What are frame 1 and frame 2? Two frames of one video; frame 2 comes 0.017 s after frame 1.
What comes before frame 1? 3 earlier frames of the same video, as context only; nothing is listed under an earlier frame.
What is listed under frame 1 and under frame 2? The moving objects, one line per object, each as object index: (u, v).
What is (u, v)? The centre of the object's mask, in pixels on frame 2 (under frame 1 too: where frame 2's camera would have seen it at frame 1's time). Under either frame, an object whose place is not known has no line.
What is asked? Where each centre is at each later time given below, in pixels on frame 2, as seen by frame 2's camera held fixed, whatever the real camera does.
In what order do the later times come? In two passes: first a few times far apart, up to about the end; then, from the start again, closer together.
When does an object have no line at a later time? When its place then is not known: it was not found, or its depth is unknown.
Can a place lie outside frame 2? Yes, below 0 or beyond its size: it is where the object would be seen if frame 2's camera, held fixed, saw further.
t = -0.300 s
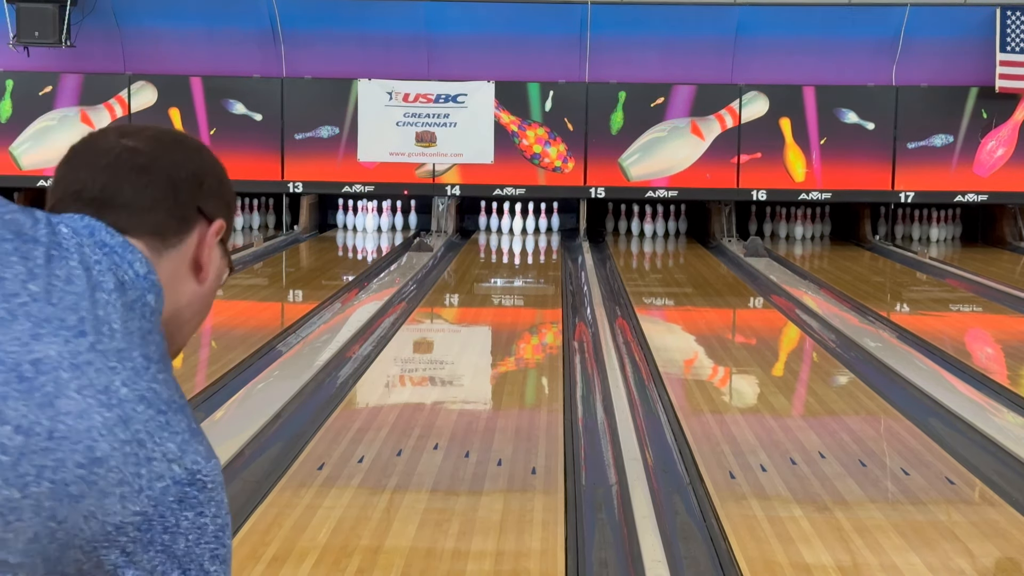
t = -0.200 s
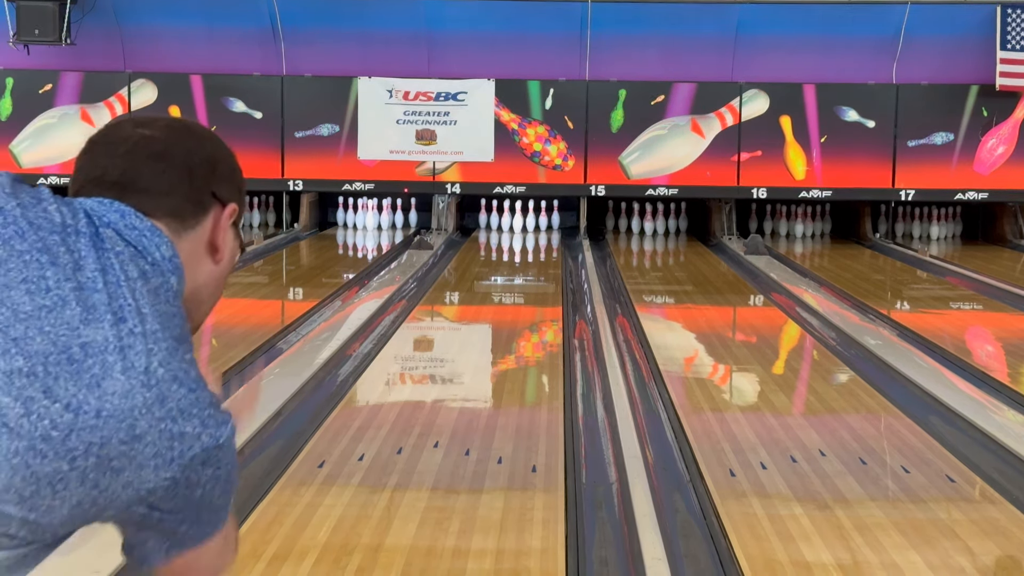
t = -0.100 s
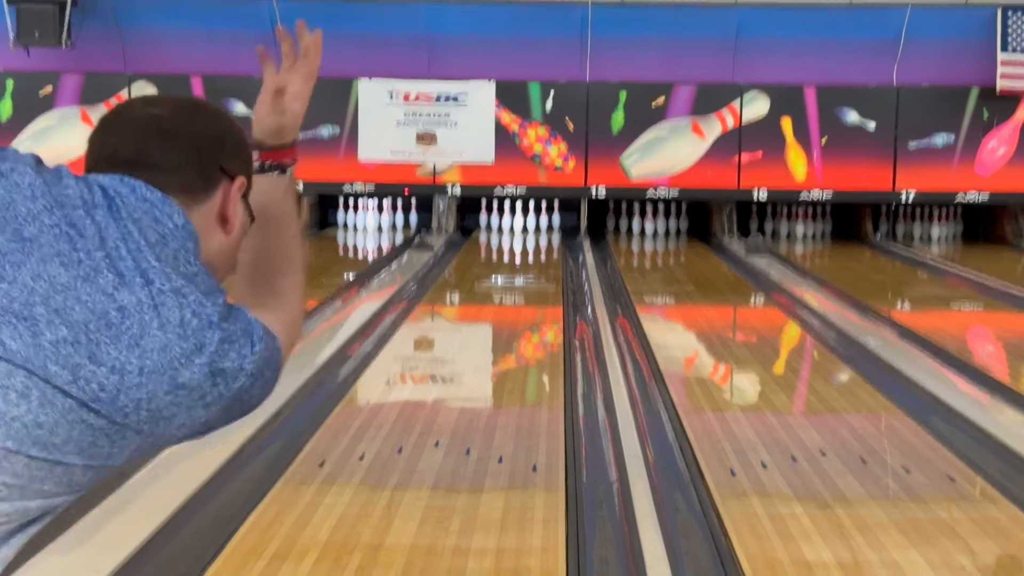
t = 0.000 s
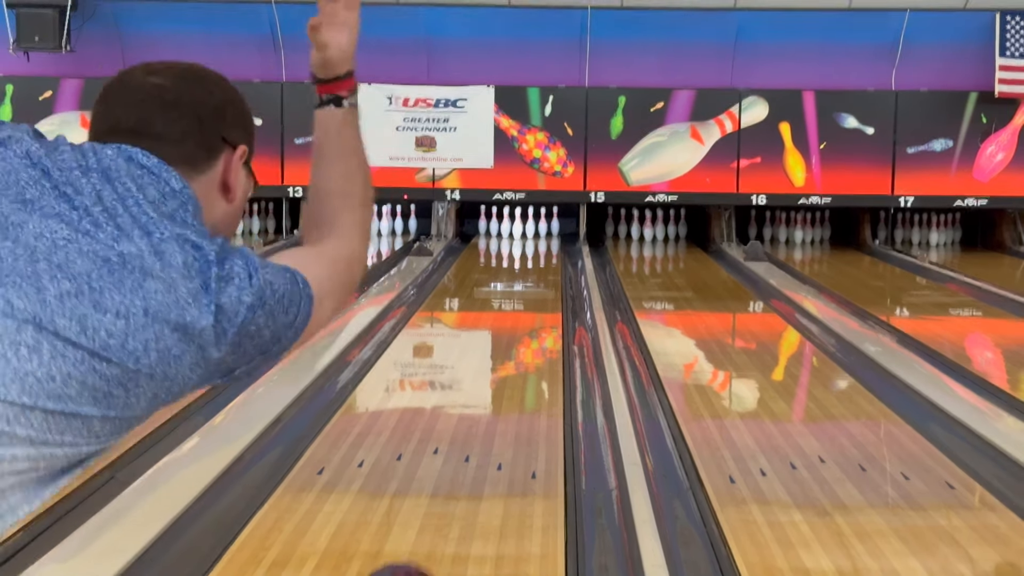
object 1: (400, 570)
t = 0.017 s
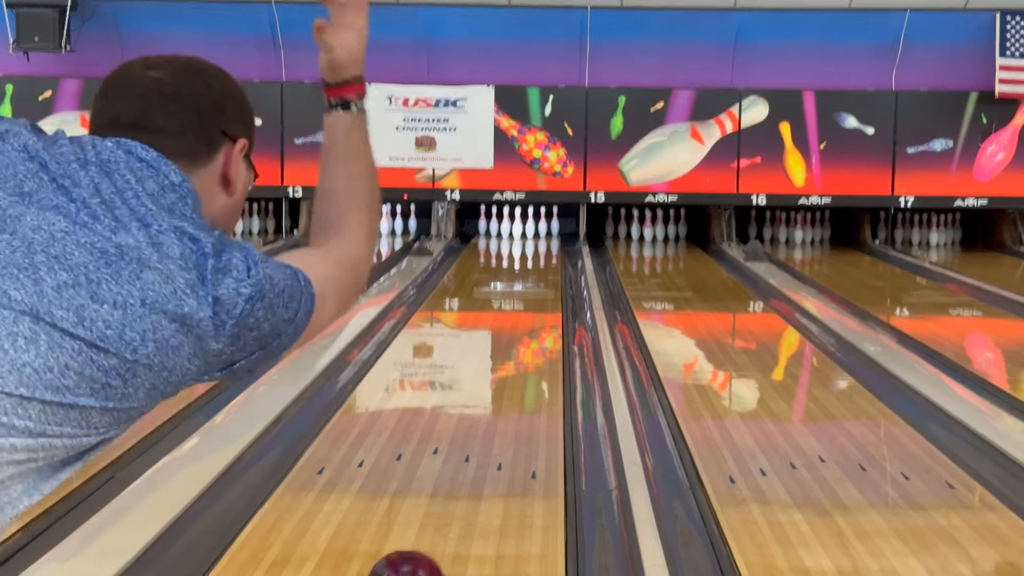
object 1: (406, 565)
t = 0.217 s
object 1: (463, 473)
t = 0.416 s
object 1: (496, 403)
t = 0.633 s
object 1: (518, 354)
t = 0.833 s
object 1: (531, 323)
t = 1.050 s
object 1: (539, 298)
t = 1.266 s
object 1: (545, 279)
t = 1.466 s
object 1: (546, 264)
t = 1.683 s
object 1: (542, 253)
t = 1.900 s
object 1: (532, 243)
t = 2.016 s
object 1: (527, 238)
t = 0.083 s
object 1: (429, 541)
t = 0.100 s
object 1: (434, 532)
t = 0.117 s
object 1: (439, 522)
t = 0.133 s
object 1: (443, 512)
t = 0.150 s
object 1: (448, 503)
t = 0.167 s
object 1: (452, 495)
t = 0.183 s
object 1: (456, 488)
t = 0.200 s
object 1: (460, 480)
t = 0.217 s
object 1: (463, 473)
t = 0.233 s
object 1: (466, 466)
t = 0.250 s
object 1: (470, 459)
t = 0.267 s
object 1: (473, 452)
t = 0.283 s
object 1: (476, 446)
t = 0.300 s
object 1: (479, 440)
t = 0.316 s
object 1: (481, 434)
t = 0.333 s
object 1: (484, 428)
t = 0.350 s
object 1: (487, 423)
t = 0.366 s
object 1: (489, 418)
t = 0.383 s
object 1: (491, 413)
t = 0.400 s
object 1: (494, 408)
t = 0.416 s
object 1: (496, 403)
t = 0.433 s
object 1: (498, 399)
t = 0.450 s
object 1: (500, 394)
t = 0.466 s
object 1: (502, 390)
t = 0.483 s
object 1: (504, 386)
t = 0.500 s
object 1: (506, 383)
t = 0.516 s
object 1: (508, 378)
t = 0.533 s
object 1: (509, 375)
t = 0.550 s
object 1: (511, 372)
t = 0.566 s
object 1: (512, 368)
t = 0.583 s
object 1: (514, 364)
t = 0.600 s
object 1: (515, 361)
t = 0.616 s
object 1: (517, 357)
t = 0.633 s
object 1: (518, 354)
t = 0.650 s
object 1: (519, 352)
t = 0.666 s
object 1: (521, 348)
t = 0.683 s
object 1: (522, 346)
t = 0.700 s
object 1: (523, 343)
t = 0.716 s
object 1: (524, 340)
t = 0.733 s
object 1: (525, 337)
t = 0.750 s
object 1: (526, 335)
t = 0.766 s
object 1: (527, 332)
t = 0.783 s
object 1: (528, 330)
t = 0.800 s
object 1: (529, 328)
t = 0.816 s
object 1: (530, 325)
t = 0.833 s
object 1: (531, 323)
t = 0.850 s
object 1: (532, 321)
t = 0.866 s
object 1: (533, 319)
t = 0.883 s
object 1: (534, 317)
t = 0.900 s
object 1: (534, 315)
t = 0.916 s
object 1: (535, 313)
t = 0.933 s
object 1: (536, 311)
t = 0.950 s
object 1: (536, 309)
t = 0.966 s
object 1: (537, 307)
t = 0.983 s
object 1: (538, 305)
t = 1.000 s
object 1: (538, 303)
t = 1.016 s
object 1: (539, 301)
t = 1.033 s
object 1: (539, 300)
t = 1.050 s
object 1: (539, 298)
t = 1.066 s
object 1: (540, 297)
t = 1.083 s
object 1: (541, 295)
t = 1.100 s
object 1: (541, 294)
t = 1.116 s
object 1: (542, 292)
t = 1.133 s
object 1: (542, 291)
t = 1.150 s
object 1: (542, 289)
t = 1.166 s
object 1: (543, 287)
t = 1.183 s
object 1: (543, 286)
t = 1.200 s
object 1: (544, 285)
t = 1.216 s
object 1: (543, 283)
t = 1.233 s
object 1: (544, 282)
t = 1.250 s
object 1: (544, 281)
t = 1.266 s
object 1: (545, 279)
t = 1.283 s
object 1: (545, 278)
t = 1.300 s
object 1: (545, 277)
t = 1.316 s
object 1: (545, 275)
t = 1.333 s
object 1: (545, 274)
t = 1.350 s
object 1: (546, 273)
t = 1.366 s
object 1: (546, 272)
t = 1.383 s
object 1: (546, 271)
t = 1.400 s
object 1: (546, 269)
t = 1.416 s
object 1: (546, 268)
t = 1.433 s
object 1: (546, 267)
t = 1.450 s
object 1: (546, 266)
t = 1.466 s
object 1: (546, 264)
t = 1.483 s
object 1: (546, 264)
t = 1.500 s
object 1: (546, 263)
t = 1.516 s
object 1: (545, 262)
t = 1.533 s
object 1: (544, 261)
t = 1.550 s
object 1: (544, 260)
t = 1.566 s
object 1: (544, 259)
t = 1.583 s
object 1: (544, 258)
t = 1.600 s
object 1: (544, 257)
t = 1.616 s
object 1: (544, 256)
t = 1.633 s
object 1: (543, 256)
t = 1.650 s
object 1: (543, 255)
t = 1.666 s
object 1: (542, 254)
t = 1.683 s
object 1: (542, 253)
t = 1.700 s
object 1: (541, 252)
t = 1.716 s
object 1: (541, 252)
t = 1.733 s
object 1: (540, 250)
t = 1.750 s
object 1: (539, 249)
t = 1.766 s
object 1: (538, 248)
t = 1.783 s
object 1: (538, 248)
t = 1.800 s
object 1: (537, 247)
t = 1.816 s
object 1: (537, 247)
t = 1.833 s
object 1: (536, 246)
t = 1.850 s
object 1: (535, 245)
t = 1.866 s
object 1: (534, 244)
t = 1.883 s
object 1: (533, 244)
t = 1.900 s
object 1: (532, 243)
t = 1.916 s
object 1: (532, 242)
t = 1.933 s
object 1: (531, 241)
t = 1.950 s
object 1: (530, 241)
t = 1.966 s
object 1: (530, 240)
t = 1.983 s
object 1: (528, 239)
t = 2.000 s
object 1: (528, 239)
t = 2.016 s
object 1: (527, 238)
